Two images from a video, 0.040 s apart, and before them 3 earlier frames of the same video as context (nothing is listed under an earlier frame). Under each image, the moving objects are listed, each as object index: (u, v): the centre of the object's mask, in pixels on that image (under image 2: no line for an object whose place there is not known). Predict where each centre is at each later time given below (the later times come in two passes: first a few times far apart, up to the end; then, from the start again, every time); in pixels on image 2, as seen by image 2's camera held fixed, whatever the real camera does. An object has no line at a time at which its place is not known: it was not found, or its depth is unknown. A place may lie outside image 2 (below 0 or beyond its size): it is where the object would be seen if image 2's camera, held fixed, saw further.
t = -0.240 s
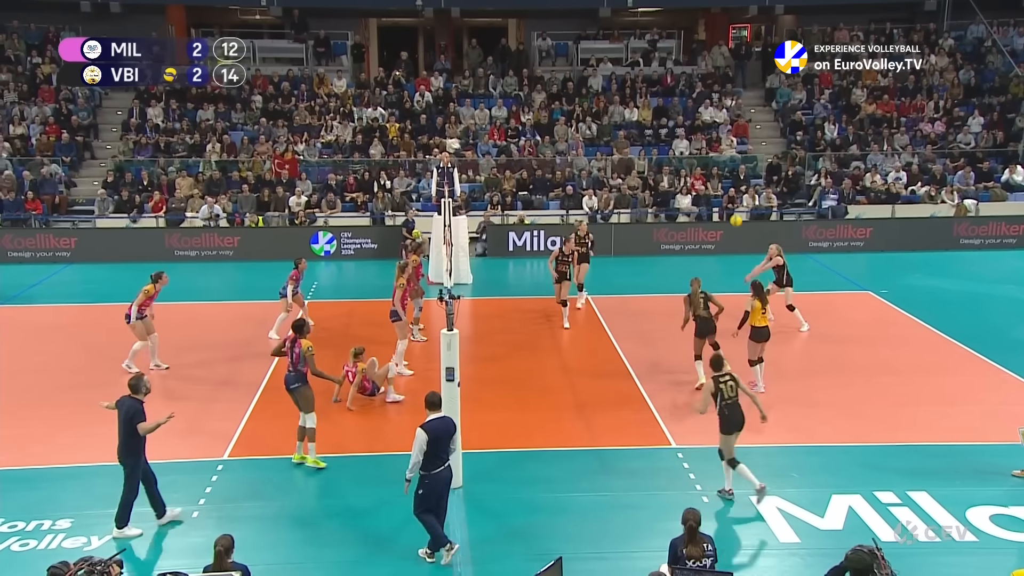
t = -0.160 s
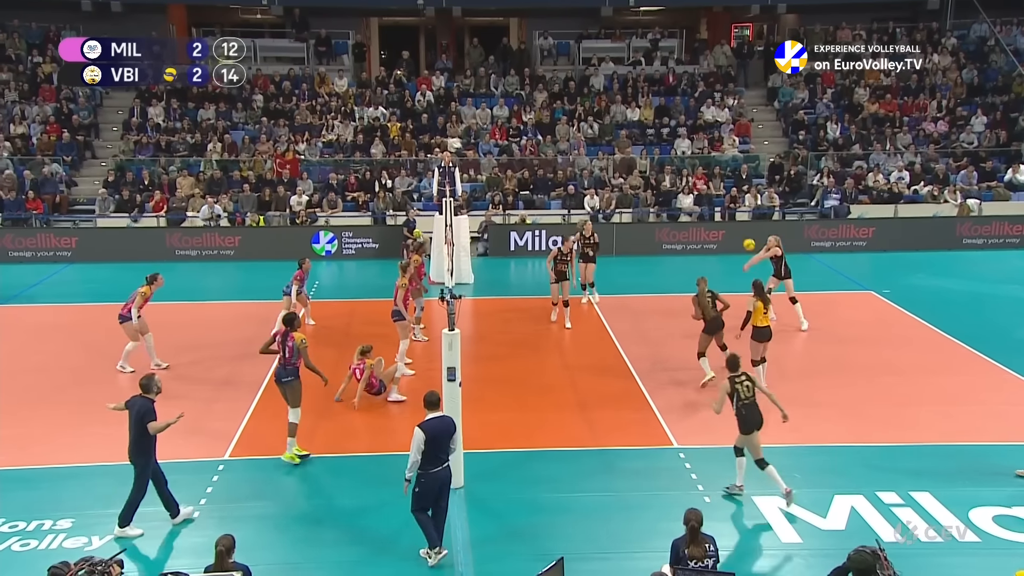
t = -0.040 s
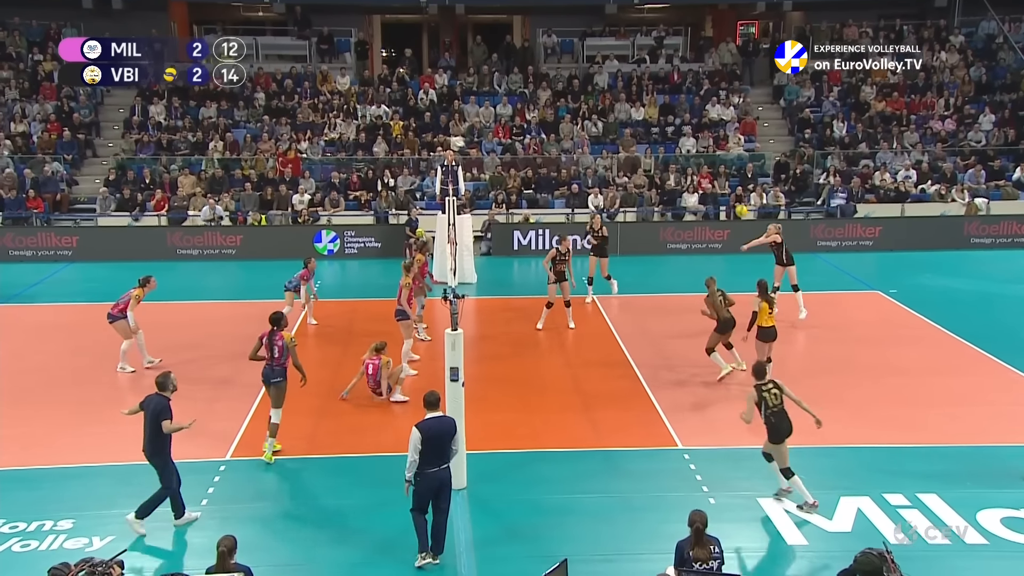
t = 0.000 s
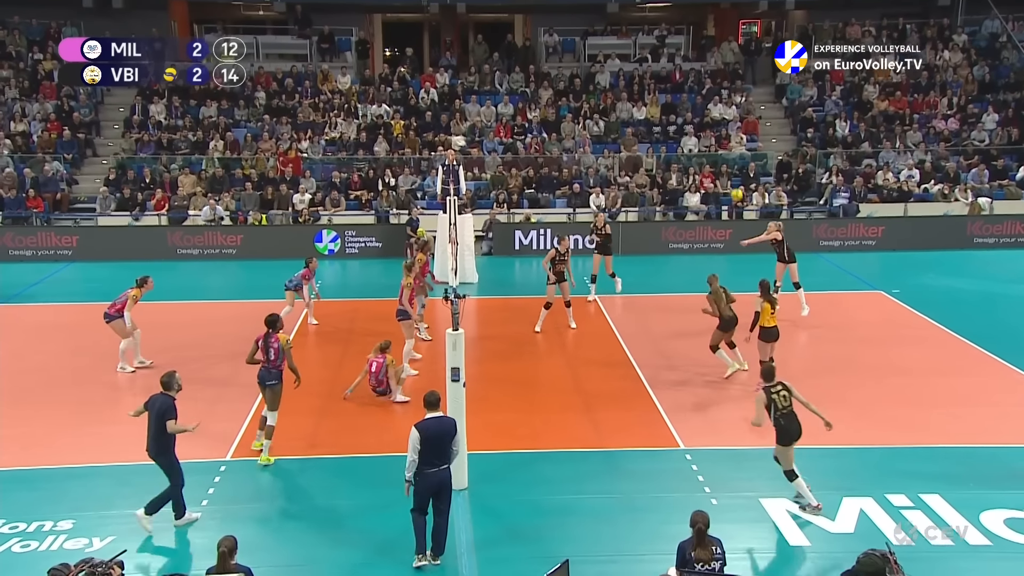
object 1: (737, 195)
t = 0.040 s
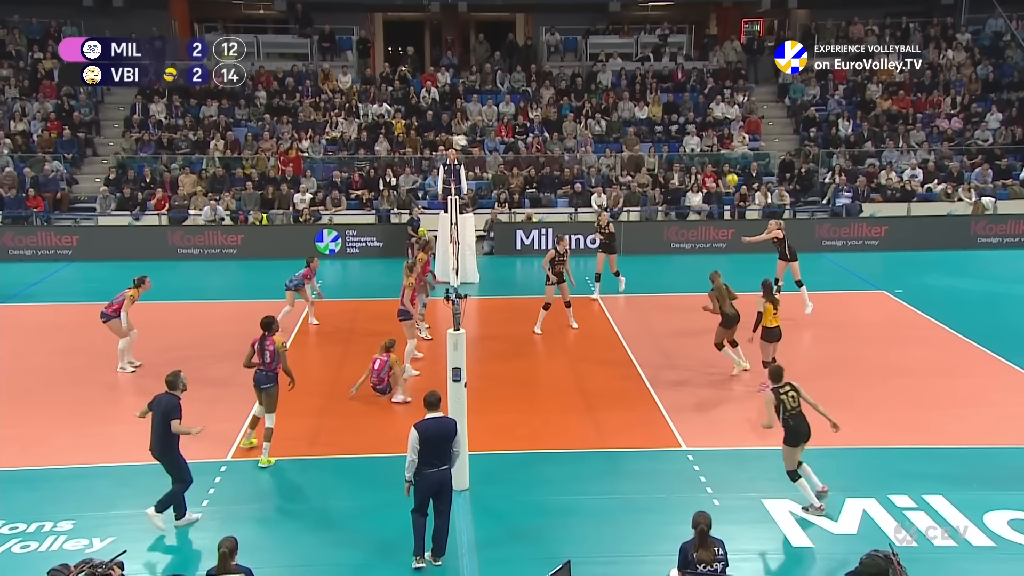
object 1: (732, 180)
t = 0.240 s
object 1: (700, 120)
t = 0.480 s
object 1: (659, 78)
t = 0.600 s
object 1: (639, 70)
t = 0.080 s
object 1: (725, 166)
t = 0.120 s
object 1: (719, 154)
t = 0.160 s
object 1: (713, 141)
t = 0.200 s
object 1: (706, 130)
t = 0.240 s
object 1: (700, 120)
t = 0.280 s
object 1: (693, 110)
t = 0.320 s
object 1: (686, 102)
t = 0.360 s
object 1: (680, 95)
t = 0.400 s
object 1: (673, 88)
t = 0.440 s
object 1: (666, 83)
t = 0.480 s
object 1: (659, 78)
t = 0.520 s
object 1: (653, 74)
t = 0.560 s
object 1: (646, 72)
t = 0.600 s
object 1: (639, 70)
